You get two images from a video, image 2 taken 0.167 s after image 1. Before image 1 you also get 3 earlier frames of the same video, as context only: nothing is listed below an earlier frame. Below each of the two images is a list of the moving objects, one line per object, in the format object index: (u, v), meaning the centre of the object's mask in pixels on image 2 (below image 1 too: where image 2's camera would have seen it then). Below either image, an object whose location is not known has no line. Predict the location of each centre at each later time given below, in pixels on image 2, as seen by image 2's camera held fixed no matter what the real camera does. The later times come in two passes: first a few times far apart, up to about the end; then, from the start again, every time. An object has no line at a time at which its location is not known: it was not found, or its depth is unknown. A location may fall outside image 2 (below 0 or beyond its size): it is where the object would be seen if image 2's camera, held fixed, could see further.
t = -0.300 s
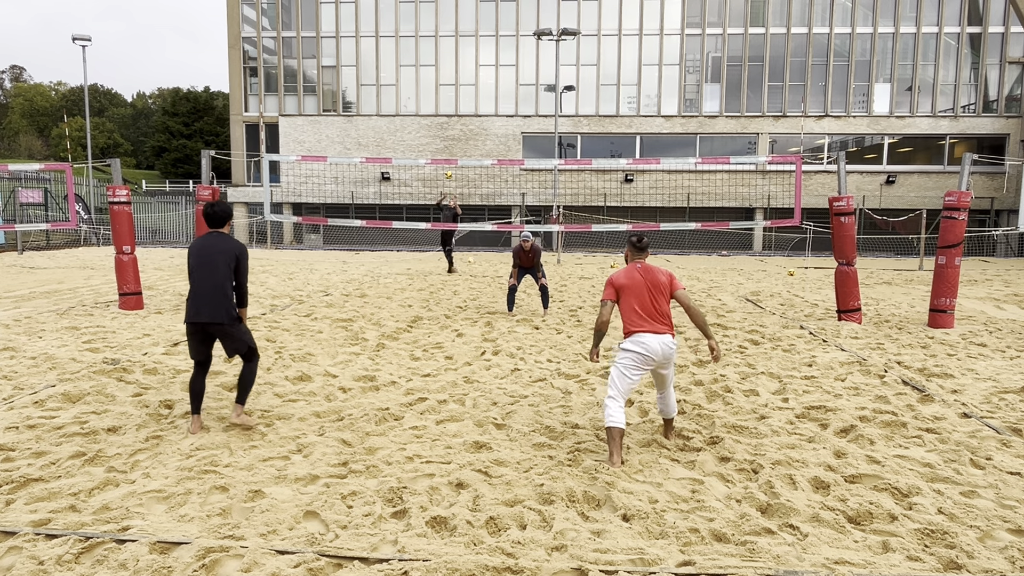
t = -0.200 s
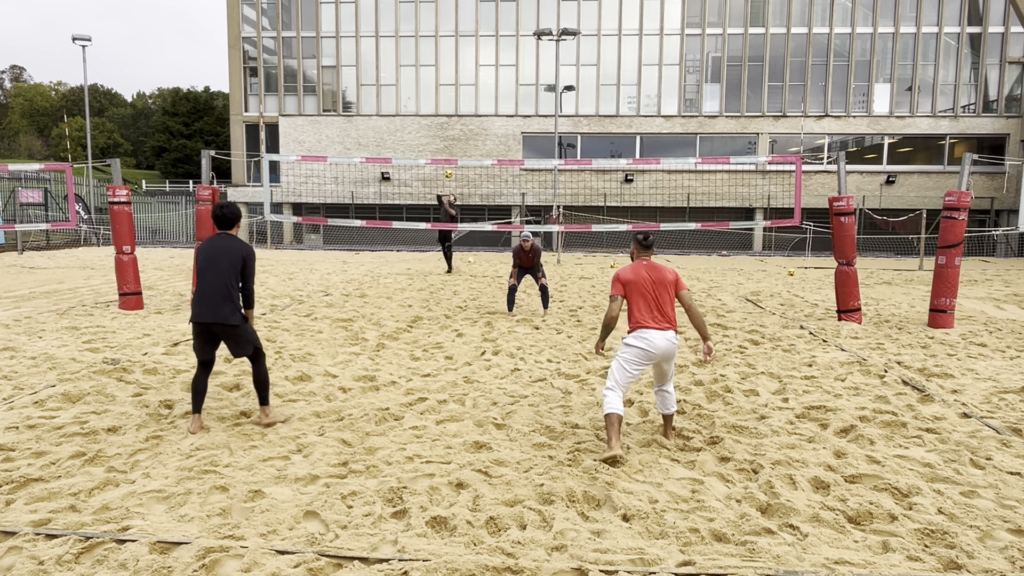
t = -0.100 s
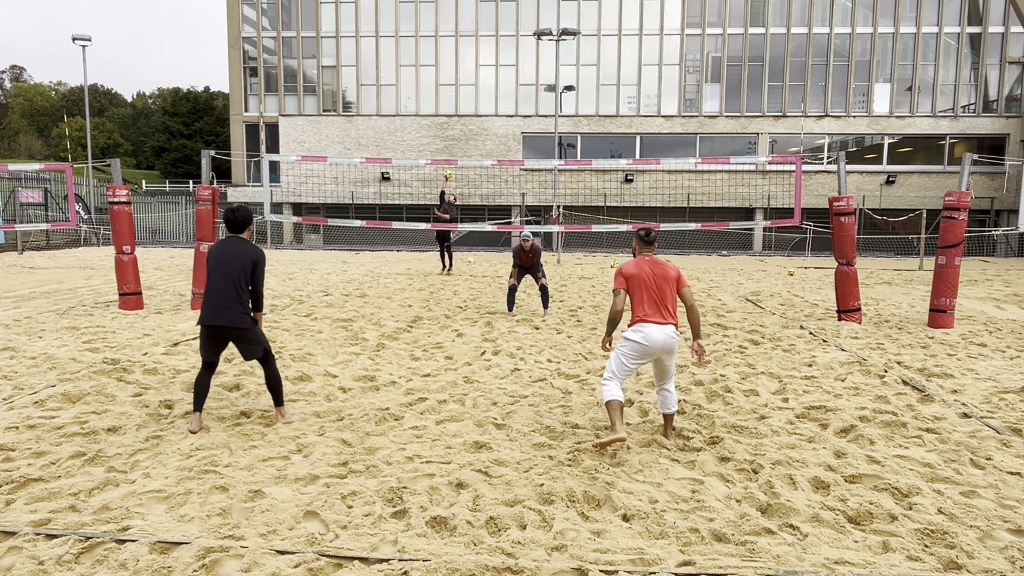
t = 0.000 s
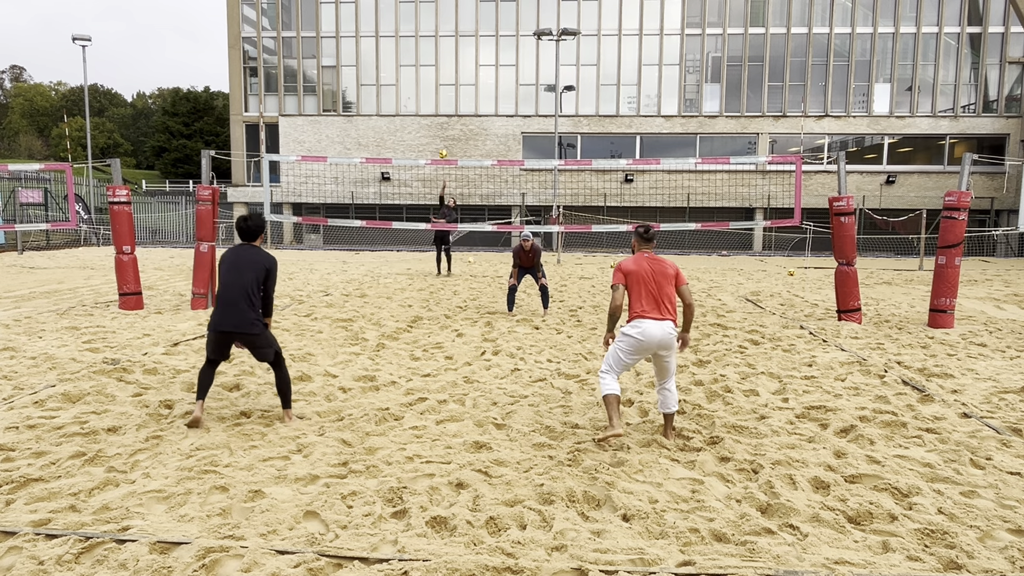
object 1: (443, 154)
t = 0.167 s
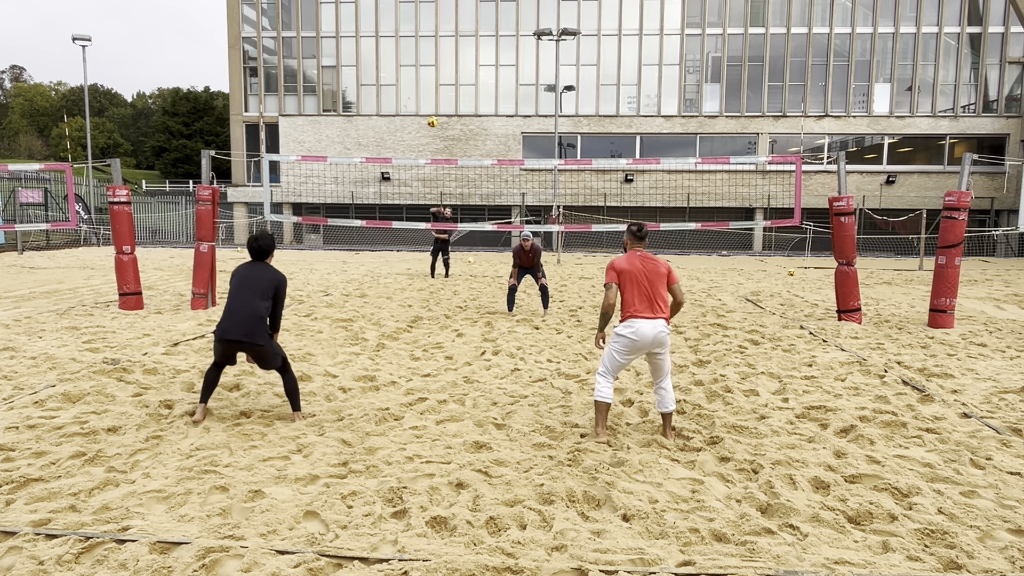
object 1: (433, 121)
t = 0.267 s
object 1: (424, 104)
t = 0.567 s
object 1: (391, 78)
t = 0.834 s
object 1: (349, 102)
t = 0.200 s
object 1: (430, 116)
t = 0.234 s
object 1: (427, 110)
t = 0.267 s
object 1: (424, 104)
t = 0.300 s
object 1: (421, 100)
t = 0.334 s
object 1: (418, 96)
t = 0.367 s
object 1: (414, 92)
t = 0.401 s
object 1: (411, 88)
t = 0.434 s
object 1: (407, 85)
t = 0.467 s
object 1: (403, 83)
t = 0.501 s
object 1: (399, 80)
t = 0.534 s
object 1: (395, 79)
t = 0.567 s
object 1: (391, 78)
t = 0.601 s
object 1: (386, 78)
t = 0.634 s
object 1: (382, 78)
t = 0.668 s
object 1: (377, 79)
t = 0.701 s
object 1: (372, 81)
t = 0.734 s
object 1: (367, 84)
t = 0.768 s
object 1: (361, 89)
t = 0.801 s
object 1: (356, 95)
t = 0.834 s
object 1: (349, 102)
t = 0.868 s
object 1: (342, 111)
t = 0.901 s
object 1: (334, 123)
